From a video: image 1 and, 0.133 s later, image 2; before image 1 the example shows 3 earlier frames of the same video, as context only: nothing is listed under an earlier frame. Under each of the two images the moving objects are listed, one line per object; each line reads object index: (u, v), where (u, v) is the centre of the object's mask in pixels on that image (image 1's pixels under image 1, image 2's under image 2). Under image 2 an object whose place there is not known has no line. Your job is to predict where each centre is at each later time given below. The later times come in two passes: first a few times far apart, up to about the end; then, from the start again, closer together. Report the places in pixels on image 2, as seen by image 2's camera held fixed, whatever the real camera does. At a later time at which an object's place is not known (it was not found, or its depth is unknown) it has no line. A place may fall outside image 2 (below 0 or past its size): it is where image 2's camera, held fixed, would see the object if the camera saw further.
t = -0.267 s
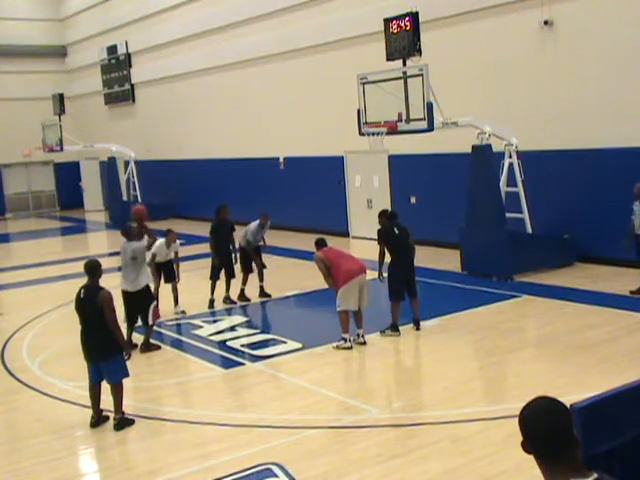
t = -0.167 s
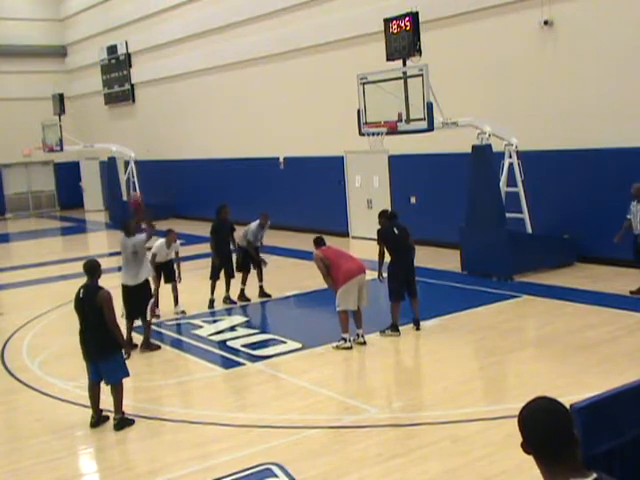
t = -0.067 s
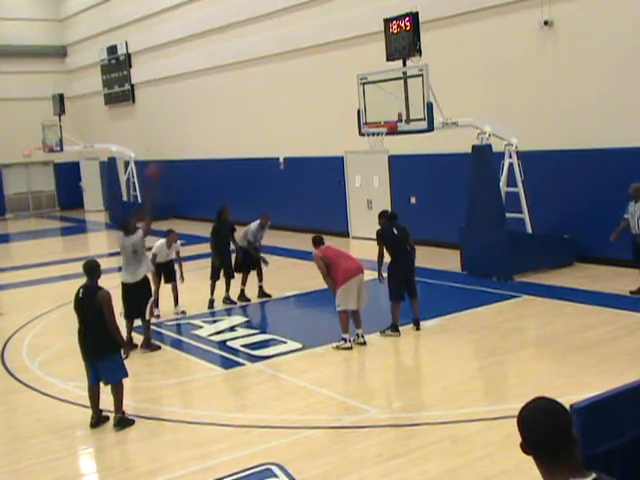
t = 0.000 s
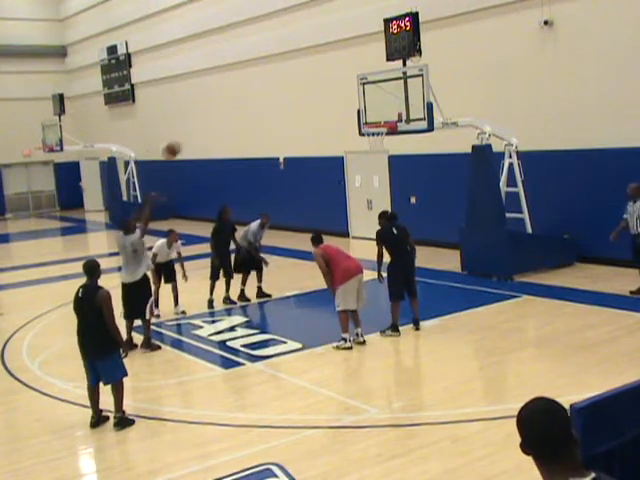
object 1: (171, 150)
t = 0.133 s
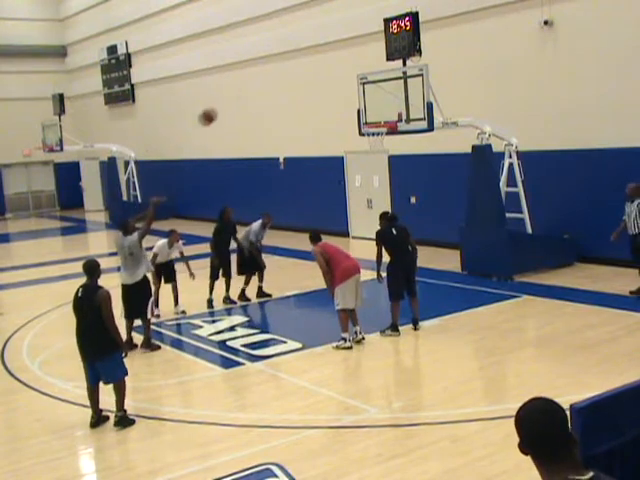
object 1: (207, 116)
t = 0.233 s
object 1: (234, 100)
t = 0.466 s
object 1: (294, 86)
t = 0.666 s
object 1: (343, 101)
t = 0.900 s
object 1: (383, 140)
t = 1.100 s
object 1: (379, 177)
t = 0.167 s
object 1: (217, 110)
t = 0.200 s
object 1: (225, 104)
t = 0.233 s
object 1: (234, 100)
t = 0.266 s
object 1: (243, 96)
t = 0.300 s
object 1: (252, 92)
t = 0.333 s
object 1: (261, 90)
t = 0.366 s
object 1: (269, 87)
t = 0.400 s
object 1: (278, 86)
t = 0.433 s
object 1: (286, 86)
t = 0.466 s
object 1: (294, 86)
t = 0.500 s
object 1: (303, 87)
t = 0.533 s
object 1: (311, 89)
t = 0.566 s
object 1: (319, 91)
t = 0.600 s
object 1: (327, 94)
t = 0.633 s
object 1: (336, 97)
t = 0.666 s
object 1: (343, 101)
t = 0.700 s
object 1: (350, 106)
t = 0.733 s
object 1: (356, 110)
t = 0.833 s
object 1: (370, 131)
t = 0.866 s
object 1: (383, 137)
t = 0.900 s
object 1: (383, 140)
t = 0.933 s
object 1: (382, 145)
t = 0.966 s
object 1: (381, 150)
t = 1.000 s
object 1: (380, 155)
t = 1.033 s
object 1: (380, 162)
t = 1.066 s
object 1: (379, 169)
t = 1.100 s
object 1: (379, 177)
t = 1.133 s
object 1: (378, 185)
